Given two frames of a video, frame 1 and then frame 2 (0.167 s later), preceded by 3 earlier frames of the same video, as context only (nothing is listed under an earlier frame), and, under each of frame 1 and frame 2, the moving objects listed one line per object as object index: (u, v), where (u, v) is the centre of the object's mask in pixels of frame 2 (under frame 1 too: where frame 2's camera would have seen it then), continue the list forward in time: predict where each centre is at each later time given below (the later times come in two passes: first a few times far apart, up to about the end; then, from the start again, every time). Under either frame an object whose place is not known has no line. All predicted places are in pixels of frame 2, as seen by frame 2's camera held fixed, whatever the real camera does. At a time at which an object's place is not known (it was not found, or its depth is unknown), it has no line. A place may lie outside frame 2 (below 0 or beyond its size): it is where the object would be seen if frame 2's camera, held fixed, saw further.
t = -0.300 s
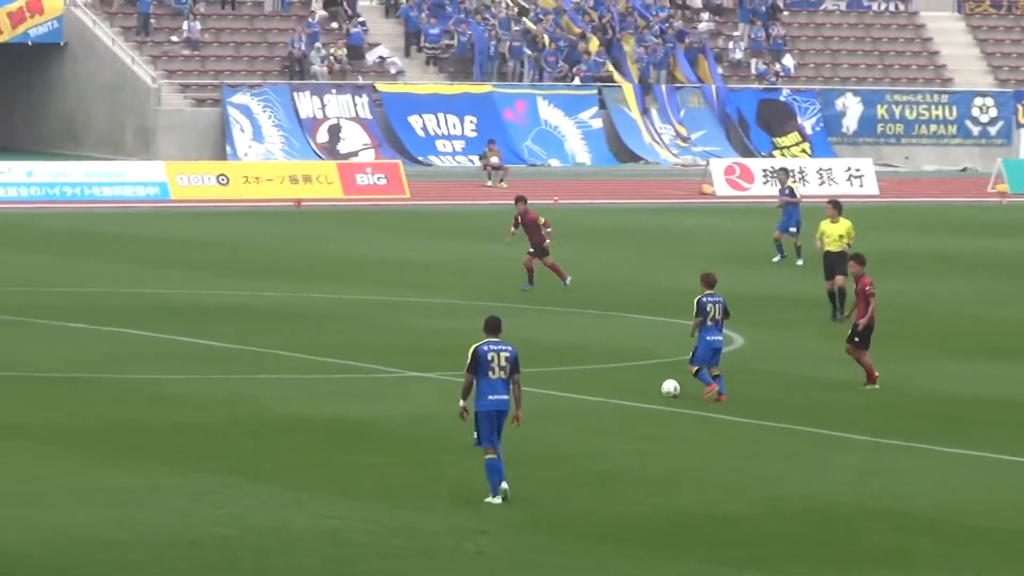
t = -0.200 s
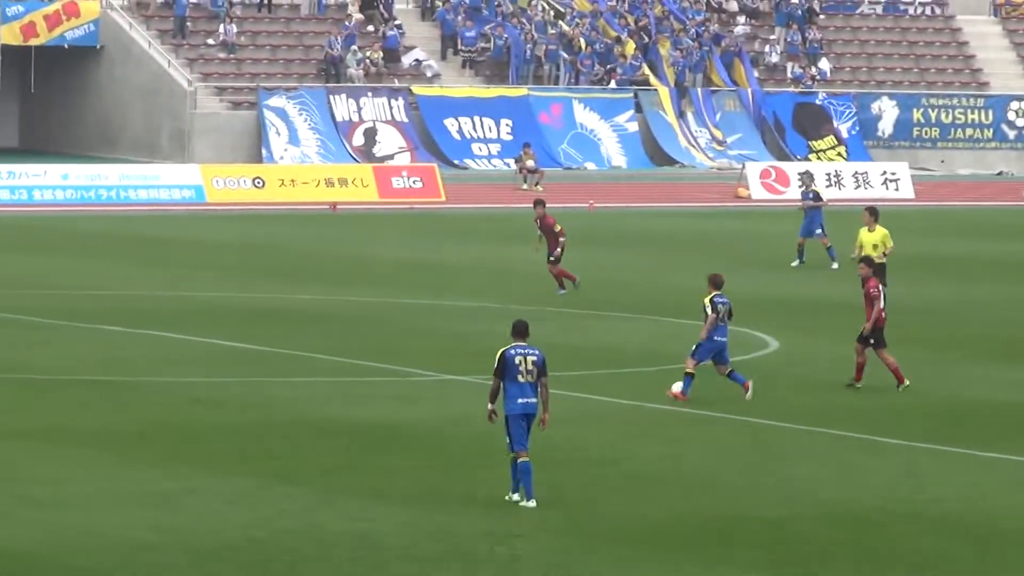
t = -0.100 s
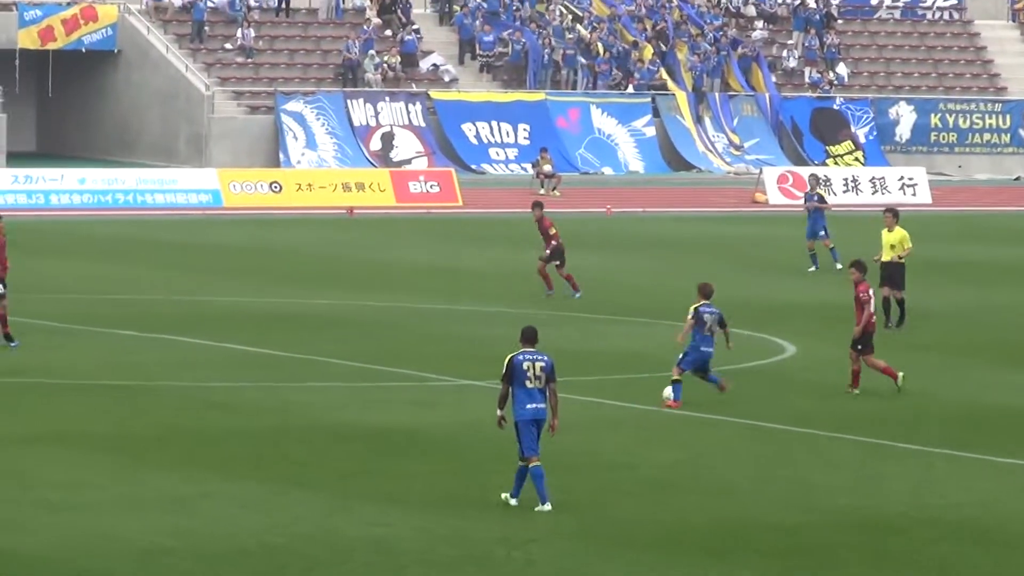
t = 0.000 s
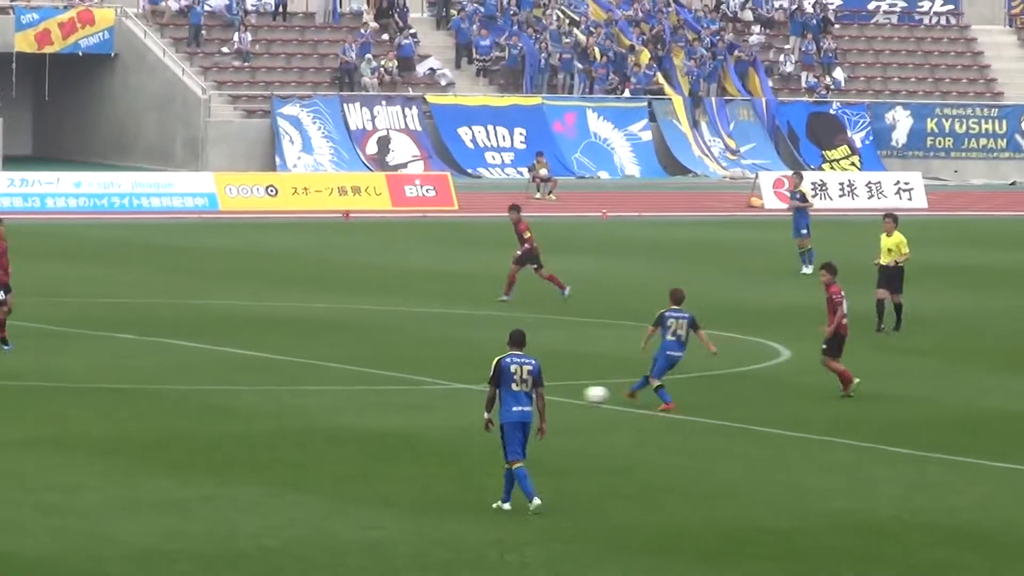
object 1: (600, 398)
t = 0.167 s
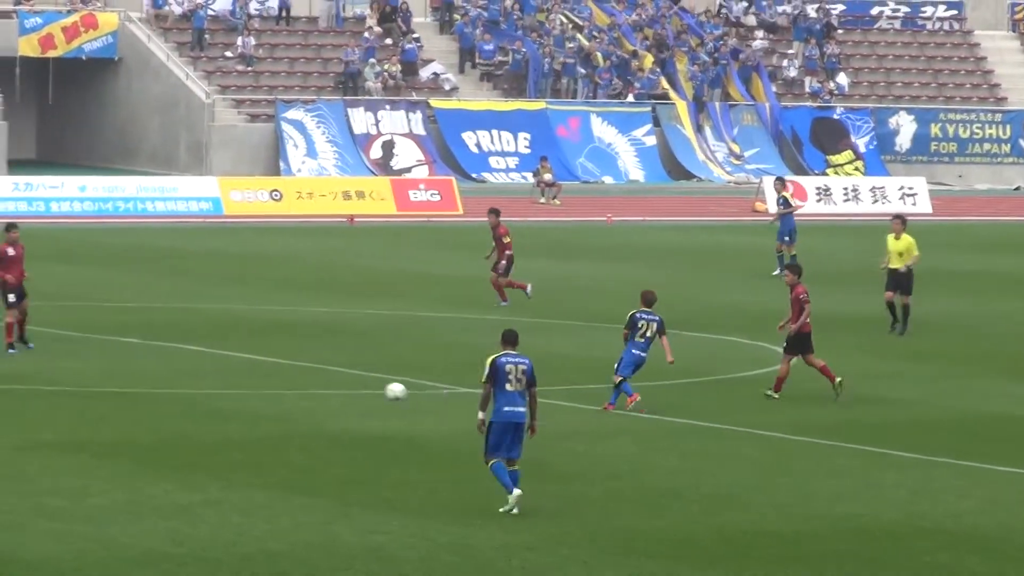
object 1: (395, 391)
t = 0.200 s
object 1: (357, 389)
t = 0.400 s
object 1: (151, 379)
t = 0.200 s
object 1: (357, 389)
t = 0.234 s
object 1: (321, 387)
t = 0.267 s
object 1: (285, 385)
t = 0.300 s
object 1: (248, 383)
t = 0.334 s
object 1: (216, 382)
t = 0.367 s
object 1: (183, 381)
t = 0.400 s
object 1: (151, 379)
